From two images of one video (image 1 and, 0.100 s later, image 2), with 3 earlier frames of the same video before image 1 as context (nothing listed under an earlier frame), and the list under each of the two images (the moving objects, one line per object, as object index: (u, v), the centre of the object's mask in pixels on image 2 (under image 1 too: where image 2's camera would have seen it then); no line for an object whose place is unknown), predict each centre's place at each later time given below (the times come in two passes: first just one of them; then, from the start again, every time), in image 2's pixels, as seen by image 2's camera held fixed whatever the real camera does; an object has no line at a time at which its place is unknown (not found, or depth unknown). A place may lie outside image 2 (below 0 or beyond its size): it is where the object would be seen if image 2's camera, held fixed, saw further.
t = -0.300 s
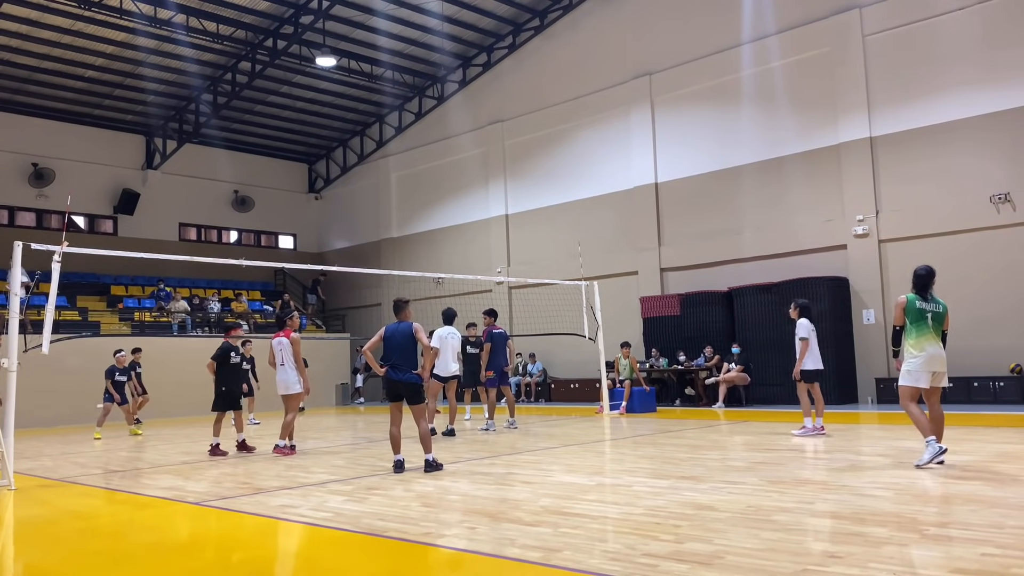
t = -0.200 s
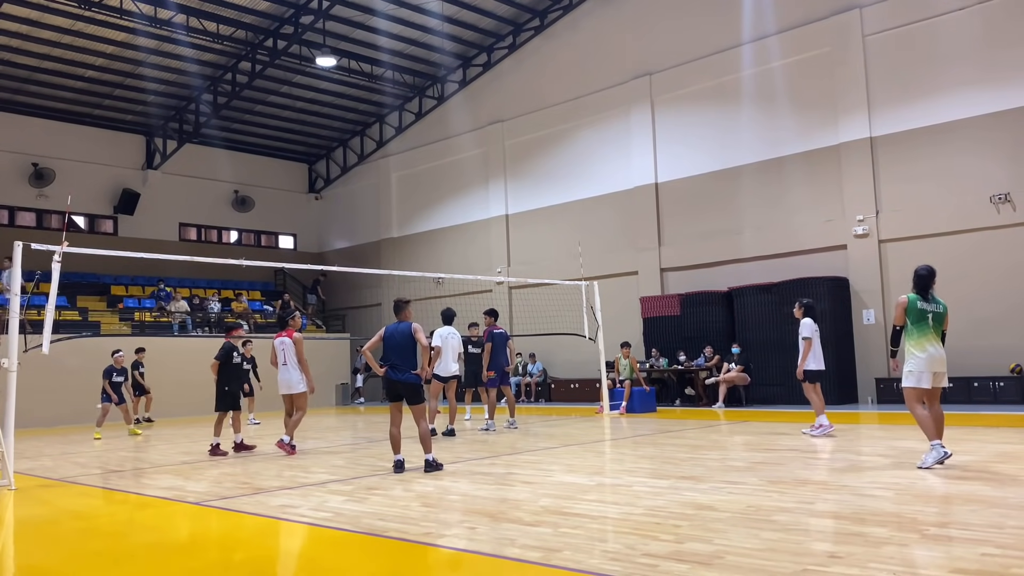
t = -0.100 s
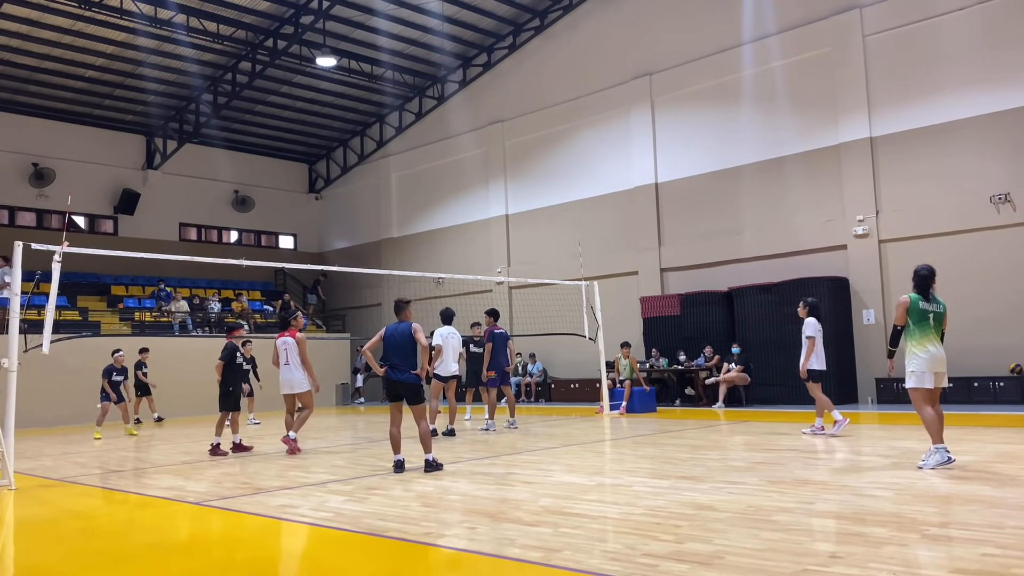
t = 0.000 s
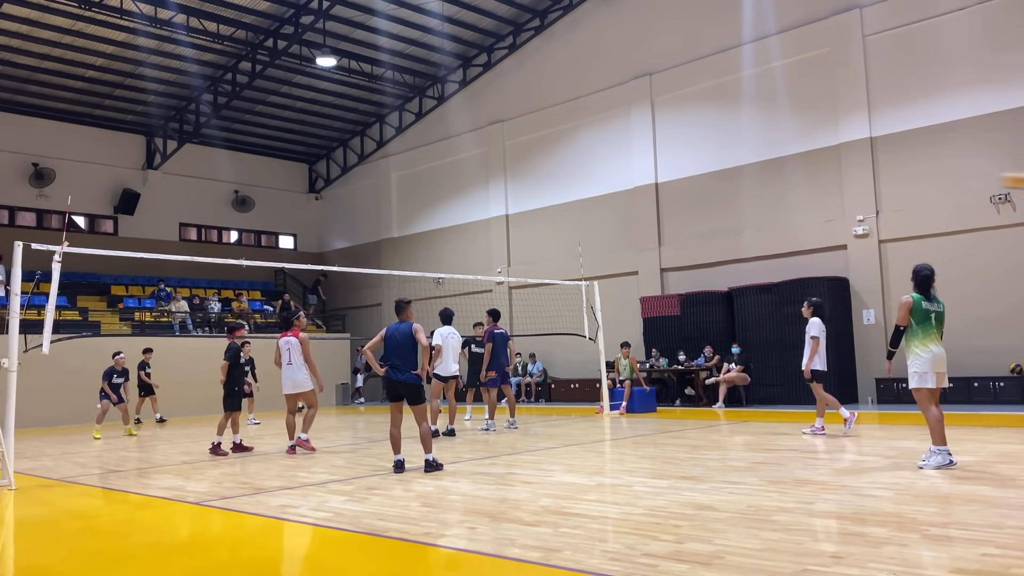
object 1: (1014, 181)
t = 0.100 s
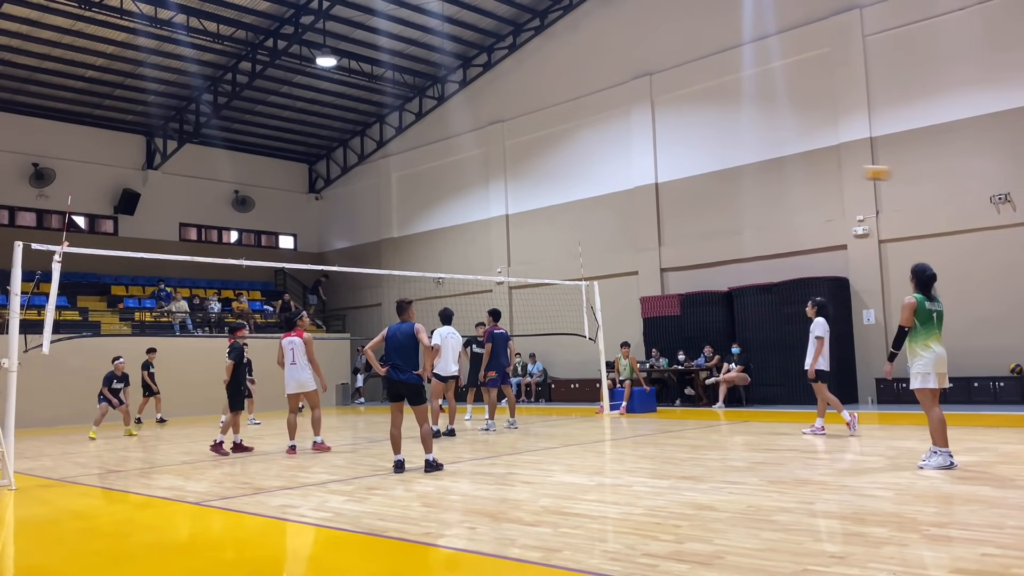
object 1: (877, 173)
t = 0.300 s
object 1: (643, 185)
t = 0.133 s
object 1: (834, 172)
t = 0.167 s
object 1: (794, 172)
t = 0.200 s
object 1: (755, 173)
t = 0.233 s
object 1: (718, 176)
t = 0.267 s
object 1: (680, 180)
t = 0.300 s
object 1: (643, 185)
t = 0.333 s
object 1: (609, 190)
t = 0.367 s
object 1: (576, 196)
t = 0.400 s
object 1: (545, 202)
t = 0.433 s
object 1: (514, 209)
